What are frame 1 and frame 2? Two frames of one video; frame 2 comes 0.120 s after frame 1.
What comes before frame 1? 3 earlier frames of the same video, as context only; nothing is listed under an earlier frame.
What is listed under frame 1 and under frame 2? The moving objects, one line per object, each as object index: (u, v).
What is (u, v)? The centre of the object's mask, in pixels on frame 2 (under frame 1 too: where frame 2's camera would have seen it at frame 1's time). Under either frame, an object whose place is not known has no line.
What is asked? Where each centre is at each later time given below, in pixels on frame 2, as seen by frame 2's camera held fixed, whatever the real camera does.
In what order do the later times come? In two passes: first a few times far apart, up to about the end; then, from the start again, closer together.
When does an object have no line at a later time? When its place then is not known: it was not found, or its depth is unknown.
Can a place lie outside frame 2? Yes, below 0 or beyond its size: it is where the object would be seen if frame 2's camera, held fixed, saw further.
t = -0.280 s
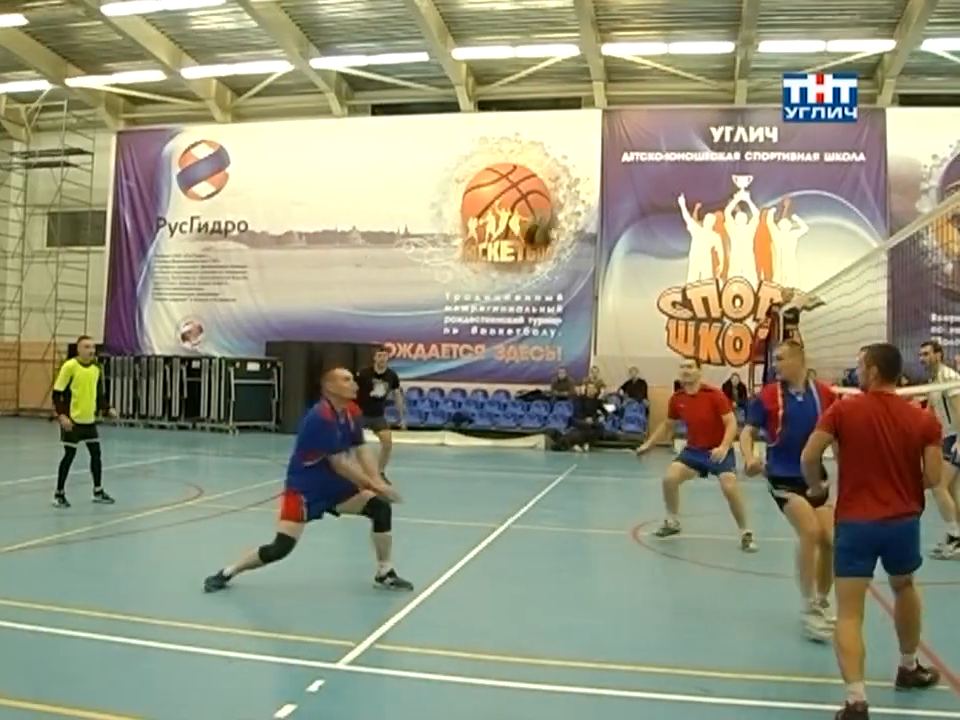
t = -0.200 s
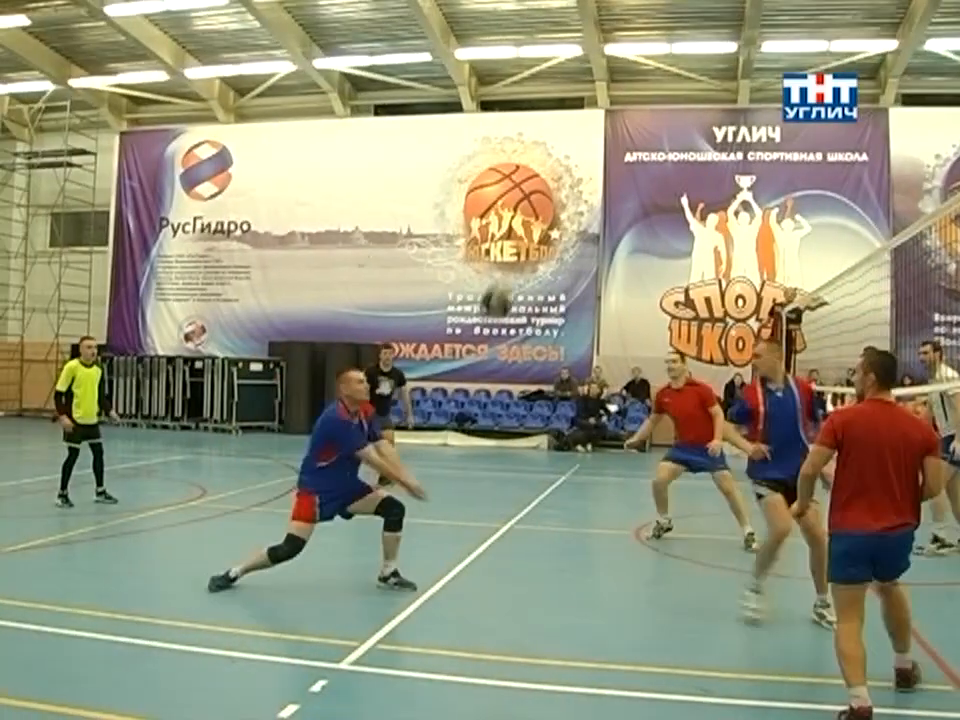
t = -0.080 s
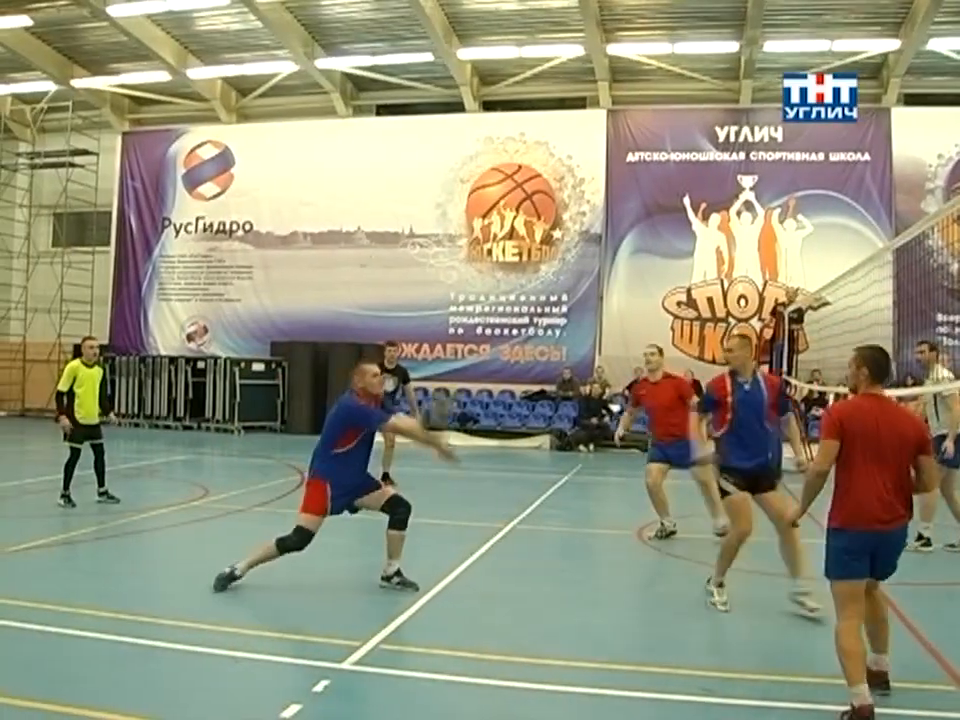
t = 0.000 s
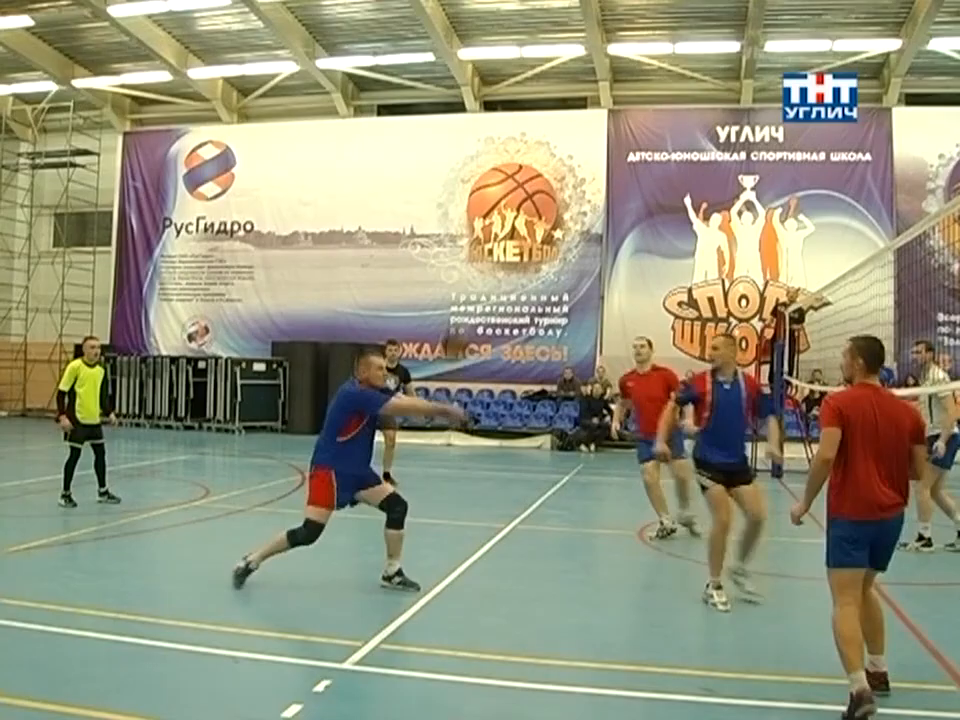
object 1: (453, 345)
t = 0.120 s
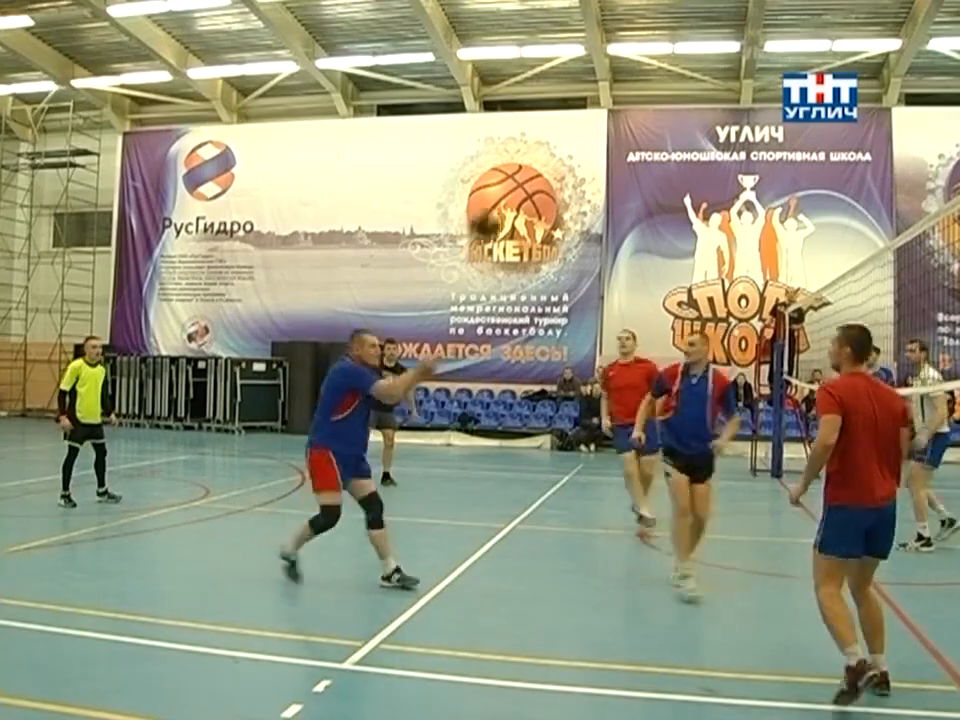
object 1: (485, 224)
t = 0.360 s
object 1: (544, 61)
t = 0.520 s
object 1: (582, 7)
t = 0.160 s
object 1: (494, 190)
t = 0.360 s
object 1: (544, 61)
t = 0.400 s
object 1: (554, 40)
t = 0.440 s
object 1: (564, 26)
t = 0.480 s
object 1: (573, 12)
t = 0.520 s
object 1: (582, 7)
